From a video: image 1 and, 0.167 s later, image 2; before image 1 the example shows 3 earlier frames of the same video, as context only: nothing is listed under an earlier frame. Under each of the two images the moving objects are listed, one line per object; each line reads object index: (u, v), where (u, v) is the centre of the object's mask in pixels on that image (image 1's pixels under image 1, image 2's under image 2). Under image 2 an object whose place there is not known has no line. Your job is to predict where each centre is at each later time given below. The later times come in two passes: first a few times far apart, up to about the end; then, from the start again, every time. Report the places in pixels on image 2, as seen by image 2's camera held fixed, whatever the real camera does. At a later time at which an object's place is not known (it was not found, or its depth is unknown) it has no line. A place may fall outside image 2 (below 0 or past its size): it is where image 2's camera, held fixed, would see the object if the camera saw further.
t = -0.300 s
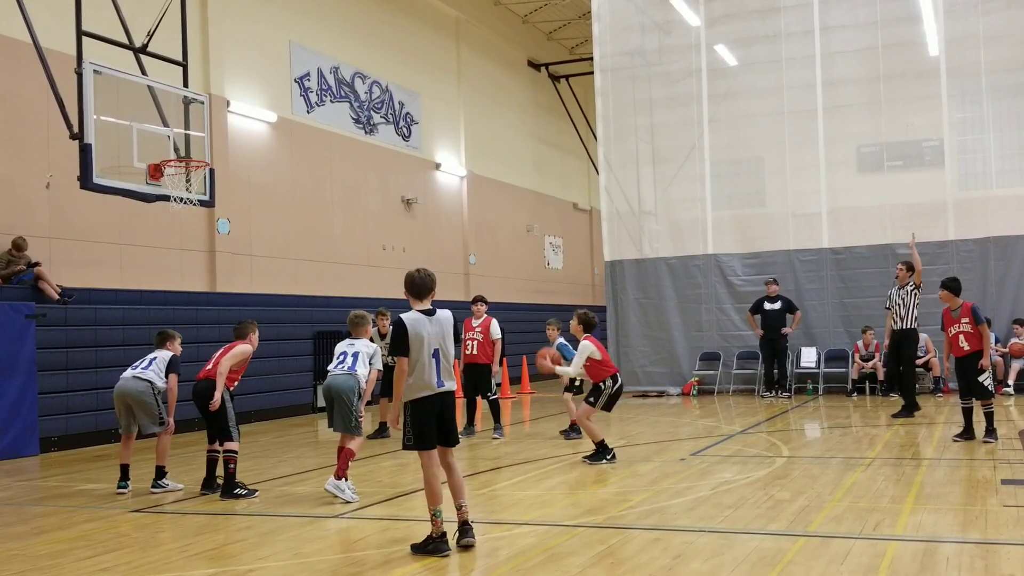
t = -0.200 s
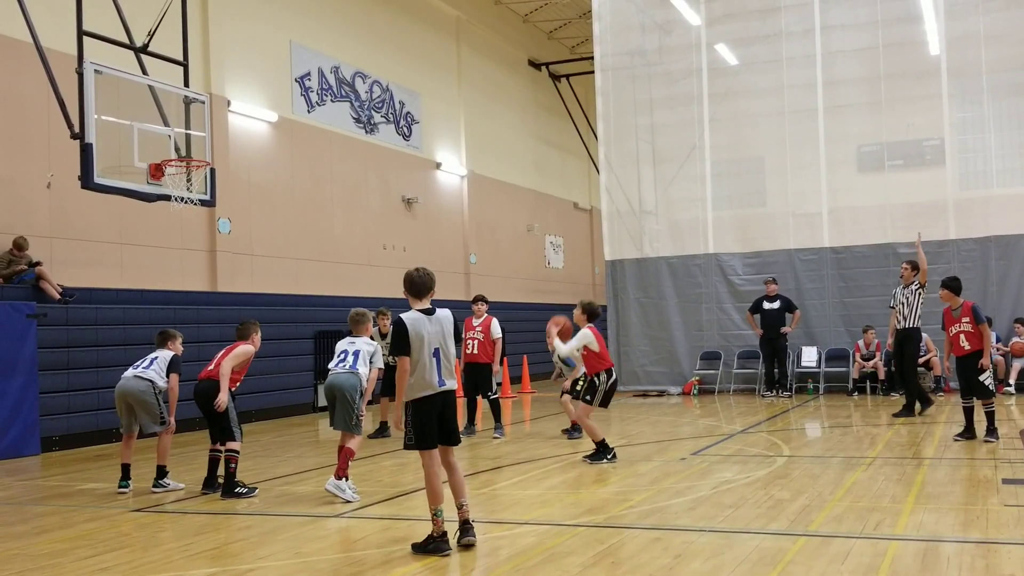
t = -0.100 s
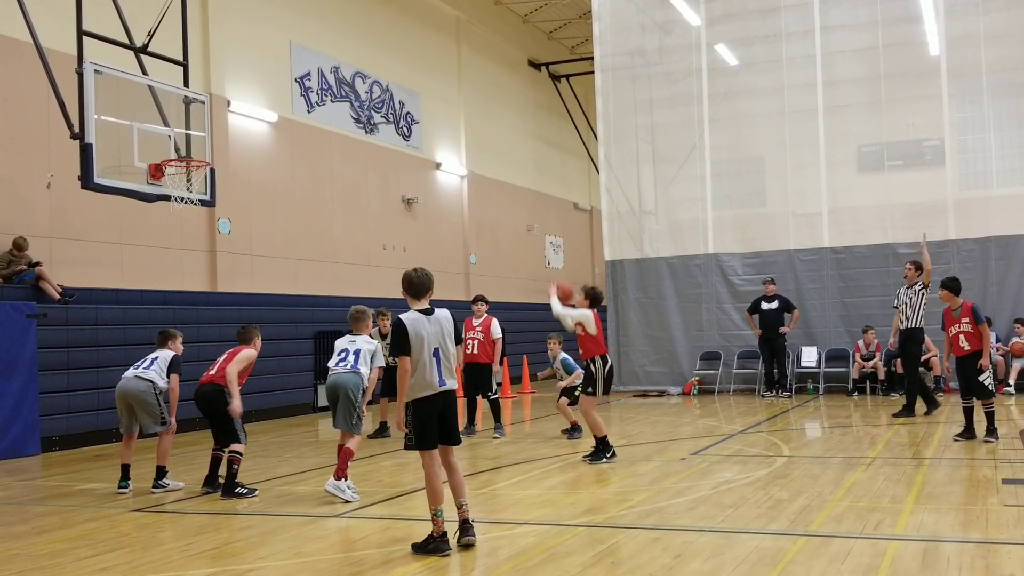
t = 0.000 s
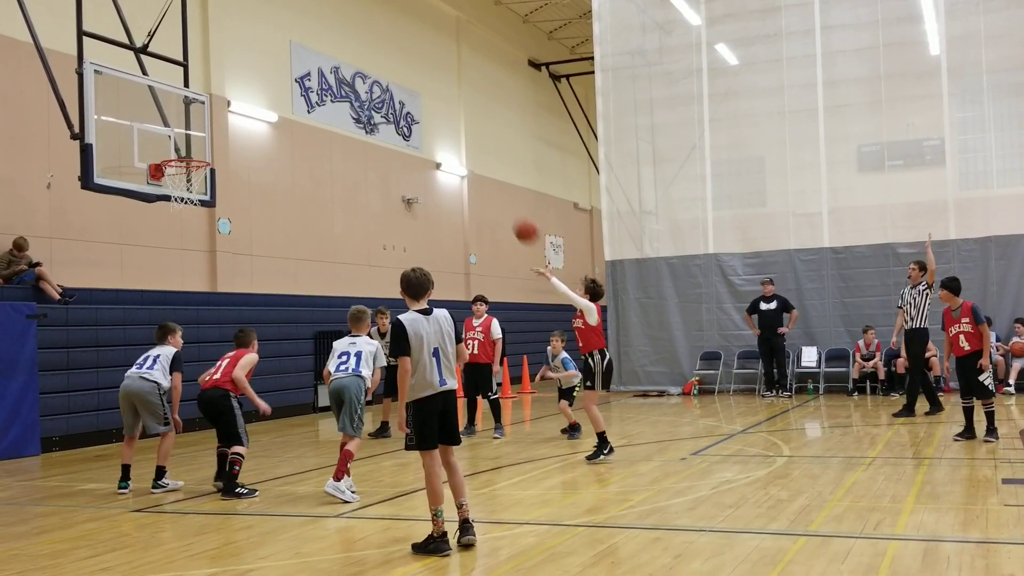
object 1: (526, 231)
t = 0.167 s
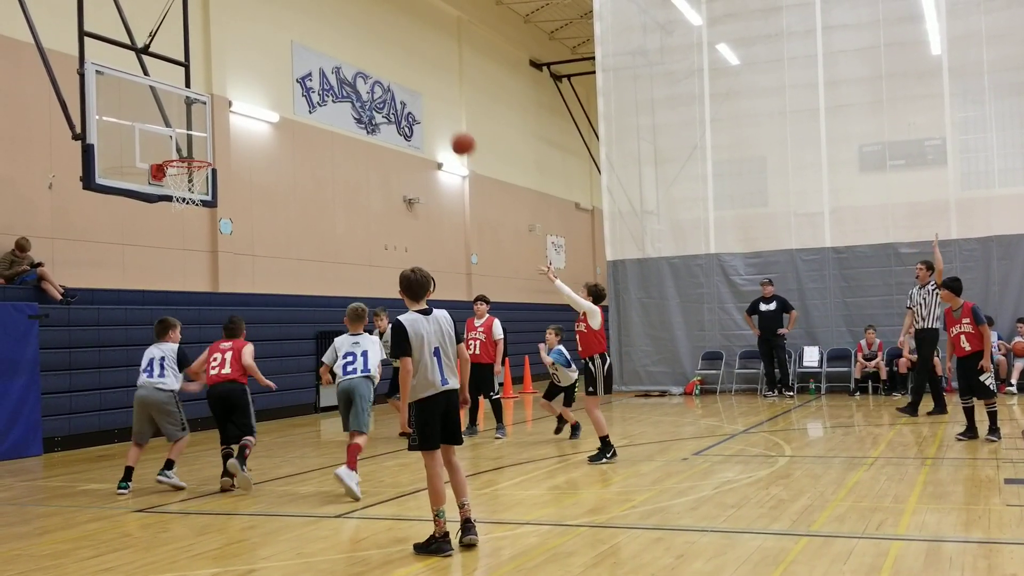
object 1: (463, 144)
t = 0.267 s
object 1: (426, 107)
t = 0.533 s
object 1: (334, 60)
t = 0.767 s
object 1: (261, 77)
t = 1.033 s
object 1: (183, 157)
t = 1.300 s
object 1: (177, 229)
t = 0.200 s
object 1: (450, 130)
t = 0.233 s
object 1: (438, 118)
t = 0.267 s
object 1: (426, 107)
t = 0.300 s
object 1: (414, 97)
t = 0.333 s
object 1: (402, 88)
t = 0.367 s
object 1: (391, 81)
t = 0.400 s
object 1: (379, 74)
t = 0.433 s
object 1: (367, 69)
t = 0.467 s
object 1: (356, 65)
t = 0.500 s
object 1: (345, 62)
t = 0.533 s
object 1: (334, 60)
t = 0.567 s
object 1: (323, 59)
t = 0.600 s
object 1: (312, 60)
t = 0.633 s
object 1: (302, 61)
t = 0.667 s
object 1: (292, 63)
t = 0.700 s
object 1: (281, 67)
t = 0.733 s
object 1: (271, 71)
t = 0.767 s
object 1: (261, 77)
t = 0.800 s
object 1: (251, 83)
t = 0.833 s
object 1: (241, 91)
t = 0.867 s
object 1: (230, 99)
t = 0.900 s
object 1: (221, 109)
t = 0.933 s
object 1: (212, 120)
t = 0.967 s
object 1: (202, 132)
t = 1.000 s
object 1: (192, 145)
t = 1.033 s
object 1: (183, 157)
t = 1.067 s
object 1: (174, 172)
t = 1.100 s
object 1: (167, 184)
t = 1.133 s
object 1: (165, 191)
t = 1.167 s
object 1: (166, 197)
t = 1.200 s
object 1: (168, 203)
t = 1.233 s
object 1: (171, 210)
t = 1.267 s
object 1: (174, 219)
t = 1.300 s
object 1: (177, 229)
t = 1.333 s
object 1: (179, 240)
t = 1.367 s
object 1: (182, 251)
